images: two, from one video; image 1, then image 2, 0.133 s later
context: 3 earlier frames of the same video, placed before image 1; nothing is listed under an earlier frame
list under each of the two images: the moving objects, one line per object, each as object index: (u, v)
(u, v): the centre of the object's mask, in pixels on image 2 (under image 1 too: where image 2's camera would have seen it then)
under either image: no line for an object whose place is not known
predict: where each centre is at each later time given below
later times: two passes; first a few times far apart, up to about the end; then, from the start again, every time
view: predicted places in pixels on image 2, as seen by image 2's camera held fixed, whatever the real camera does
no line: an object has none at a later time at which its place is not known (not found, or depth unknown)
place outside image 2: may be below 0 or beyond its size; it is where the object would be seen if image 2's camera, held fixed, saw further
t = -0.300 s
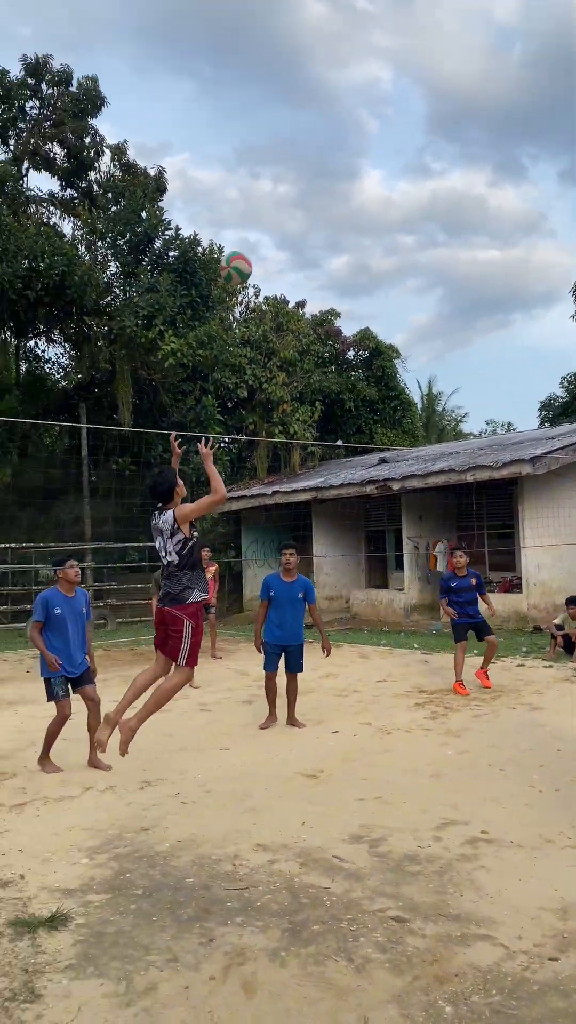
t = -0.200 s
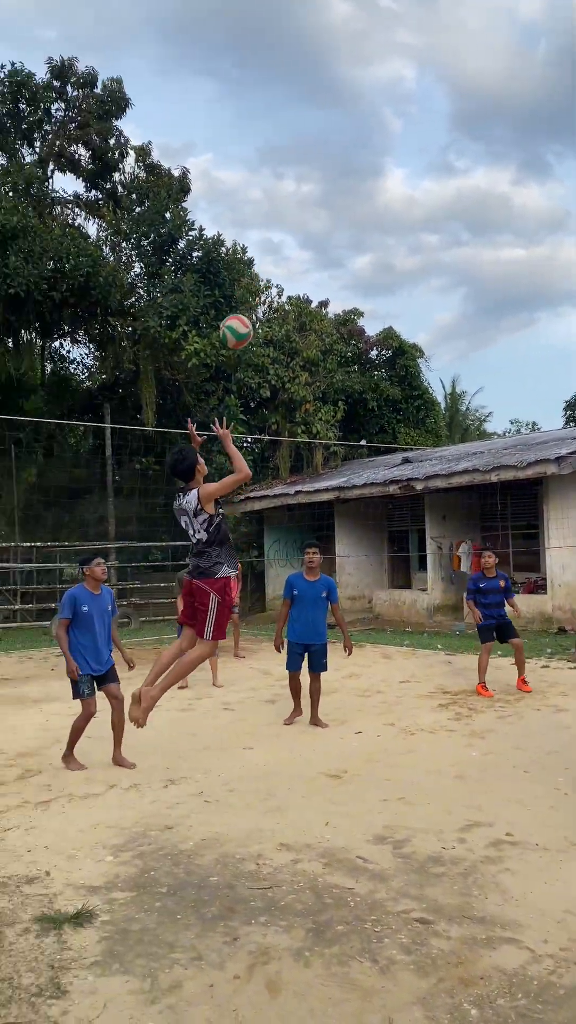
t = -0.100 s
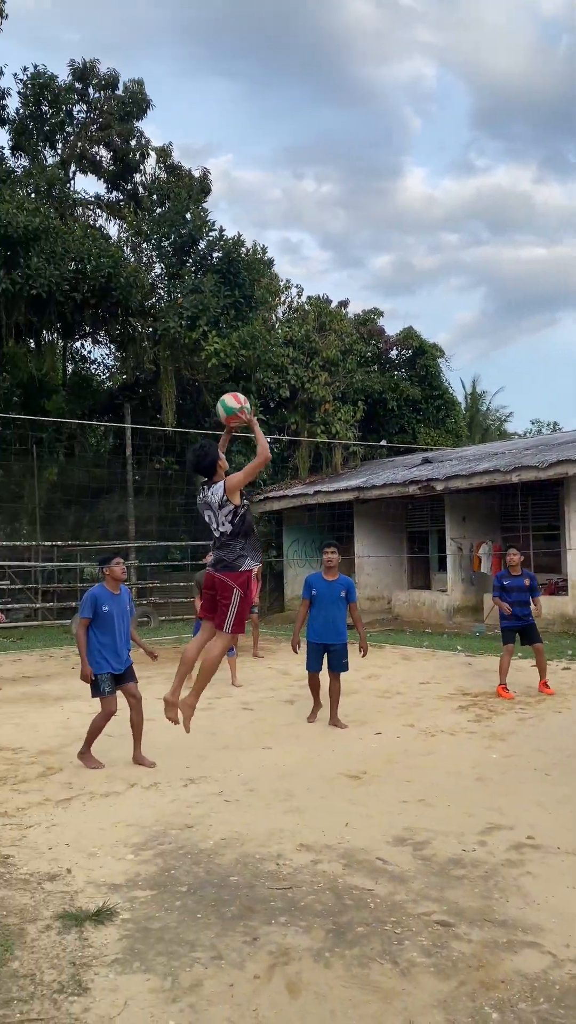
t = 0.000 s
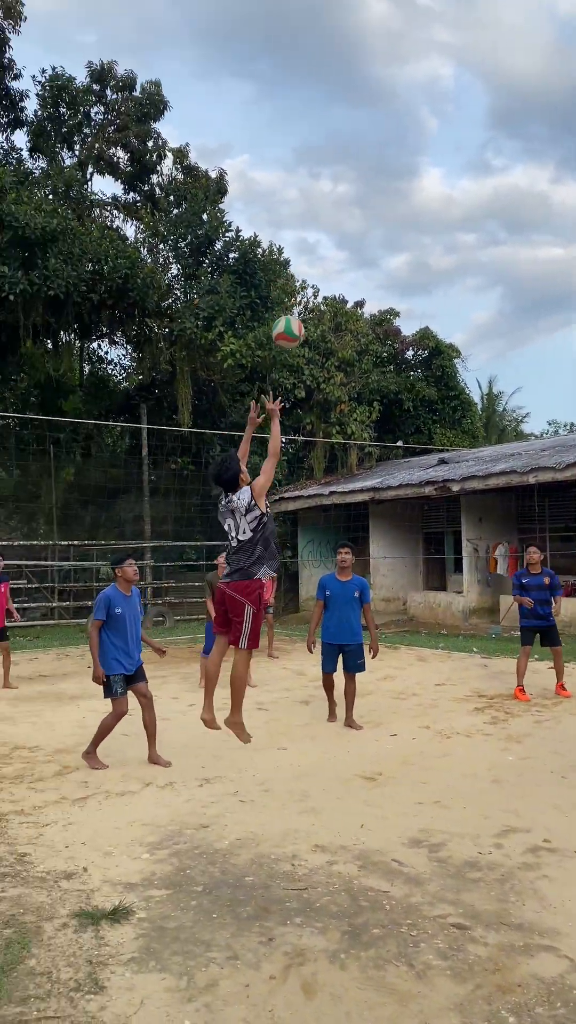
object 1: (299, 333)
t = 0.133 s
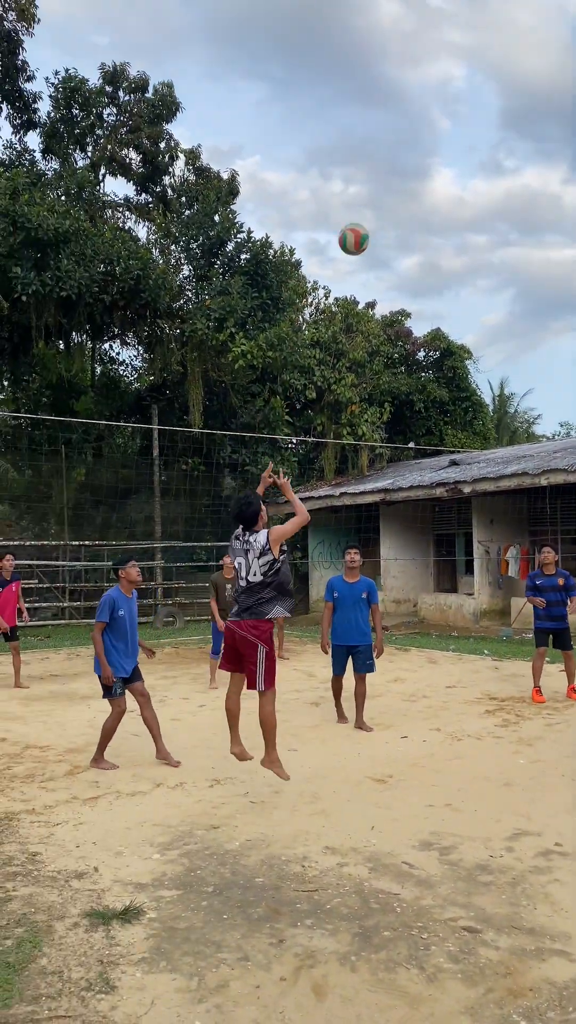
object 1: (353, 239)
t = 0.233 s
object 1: (390, 192)
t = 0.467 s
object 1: (463, 144)
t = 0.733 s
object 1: (532, 179)
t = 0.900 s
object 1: (570, 239)
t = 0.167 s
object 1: (366, 221)
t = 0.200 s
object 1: (378, 206)
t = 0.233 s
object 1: (390, 192)
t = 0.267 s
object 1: (401, 180)
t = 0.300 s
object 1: (413, 169)
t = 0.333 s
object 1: (423, 161)
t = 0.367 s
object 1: (434, 155)
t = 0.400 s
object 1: (444, 150)
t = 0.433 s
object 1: (454, 146)
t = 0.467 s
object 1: (463, 144)
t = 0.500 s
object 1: (472, 144)
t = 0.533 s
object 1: (481, 145)
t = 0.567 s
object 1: (490, 147)
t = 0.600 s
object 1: (499, 151)
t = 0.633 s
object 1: (508, 156)
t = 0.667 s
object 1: (516, 162)
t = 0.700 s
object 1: (524, 170)
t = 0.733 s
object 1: (532, 179)
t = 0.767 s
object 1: (540, 189)
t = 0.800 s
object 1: (548, 200)
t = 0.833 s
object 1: (556, 212)
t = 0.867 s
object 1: (563, 225)
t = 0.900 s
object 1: (570, 239)
